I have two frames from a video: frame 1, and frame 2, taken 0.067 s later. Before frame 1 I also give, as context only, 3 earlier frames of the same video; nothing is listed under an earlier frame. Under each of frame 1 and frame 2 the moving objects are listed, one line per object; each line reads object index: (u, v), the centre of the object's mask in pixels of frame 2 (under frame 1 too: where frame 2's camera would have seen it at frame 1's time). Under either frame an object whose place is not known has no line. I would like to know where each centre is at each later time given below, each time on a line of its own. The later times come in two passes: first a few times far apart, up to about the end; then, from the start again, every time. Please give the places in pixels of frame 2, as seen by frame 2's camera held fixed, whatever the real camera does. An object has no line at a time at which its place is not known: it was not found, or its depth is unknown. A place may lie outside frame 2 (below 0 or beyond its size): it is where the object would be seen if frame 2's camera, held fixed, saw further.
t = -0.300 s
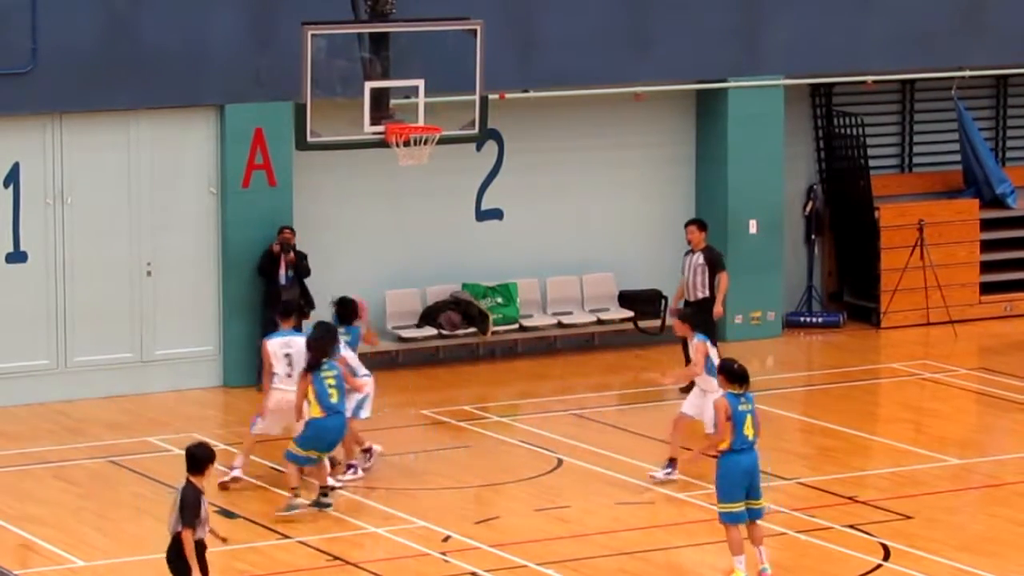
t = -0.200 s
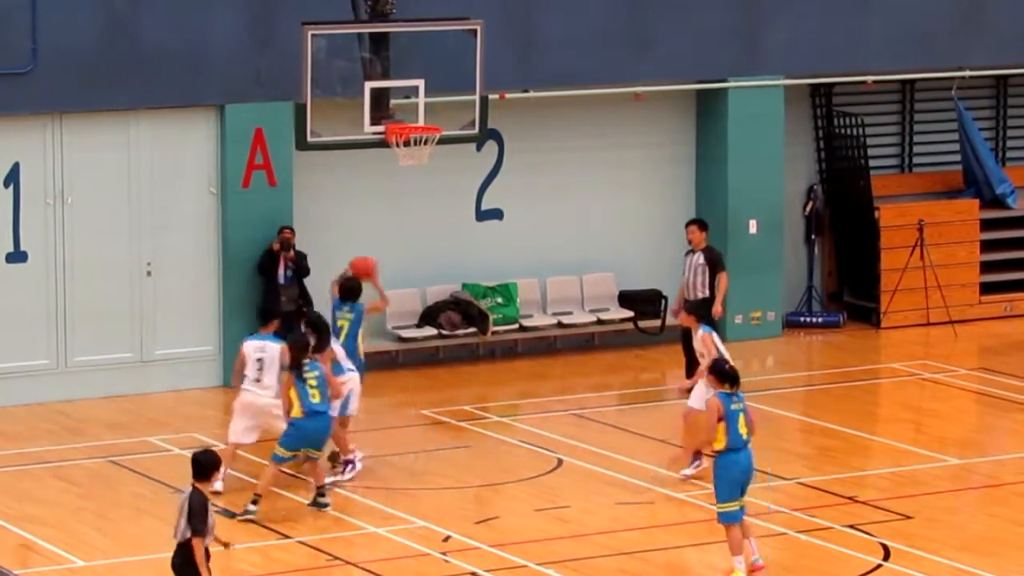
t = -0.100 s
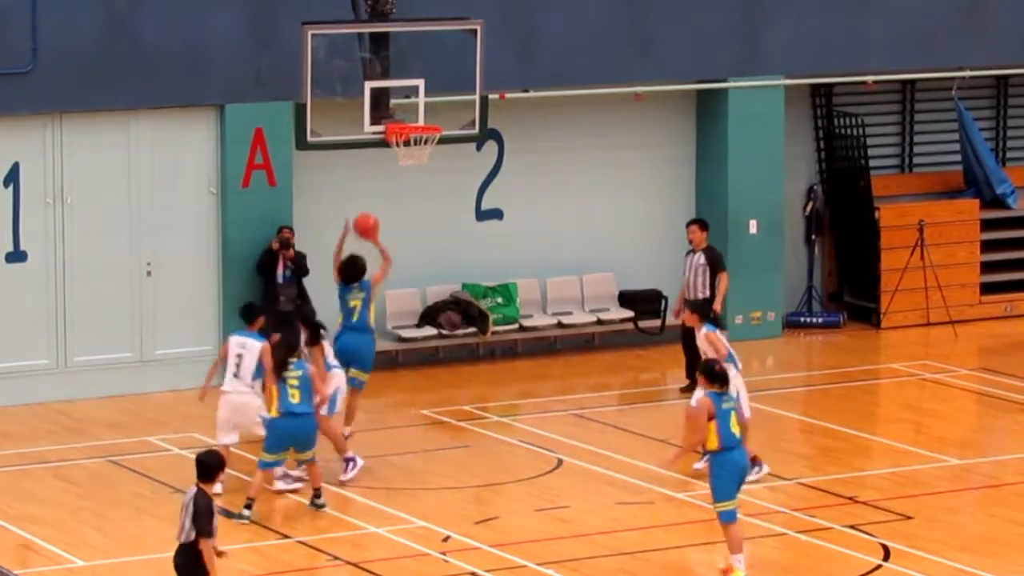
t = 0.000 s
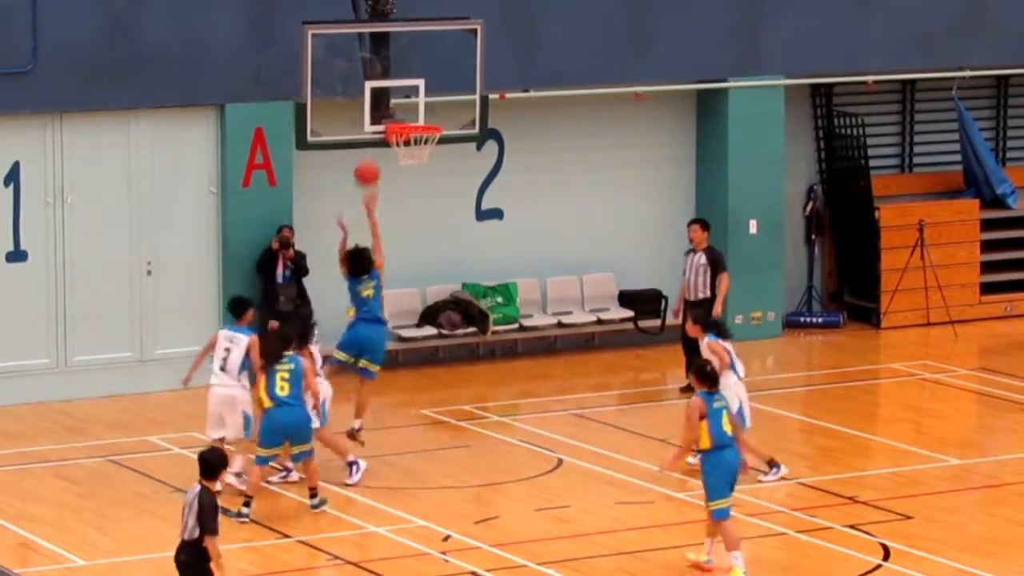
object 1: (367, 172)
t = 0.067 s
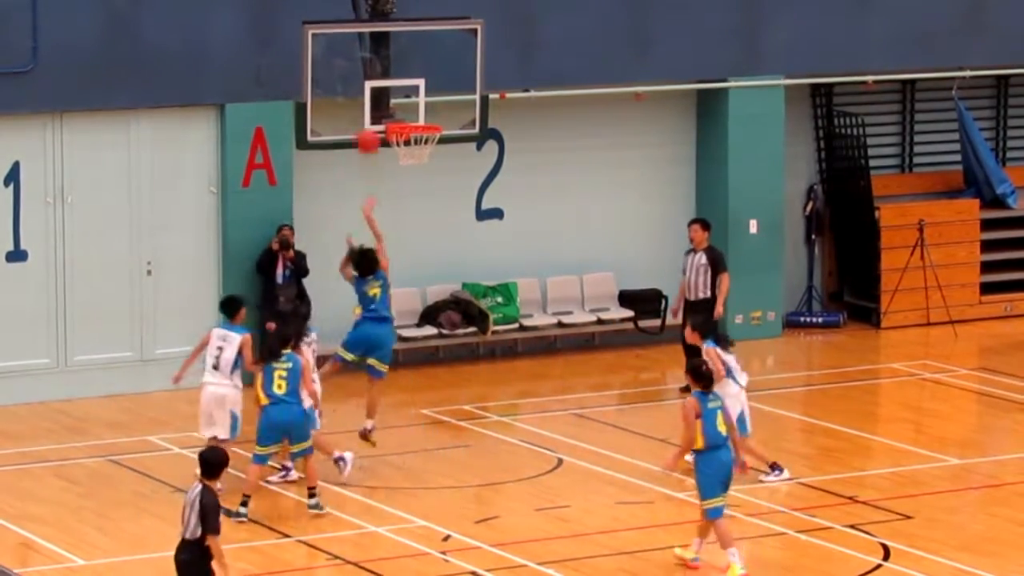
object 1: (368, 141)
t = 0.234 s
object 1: (377, 101)
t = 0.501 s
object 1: (404, 115)
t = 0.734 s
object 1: (428, 140)
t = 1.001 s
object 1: (430, 179)
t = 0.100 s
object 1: (368, 127)
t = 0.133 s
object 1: (369, 113)
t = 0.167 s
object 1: (370, 105)
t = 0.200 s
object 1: (373, 102)
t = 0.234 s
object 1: (377, 101)
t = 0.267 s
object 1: (381, 100)
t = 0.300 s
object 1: (383, 100)
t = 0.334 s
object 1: (387, 101)
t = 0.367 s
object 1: (392, 104)
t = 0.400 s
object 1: (396, 107)
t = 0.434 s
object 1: (399, 113)
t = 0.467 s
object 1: (402, 116)
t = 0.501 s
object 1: (404, 115)
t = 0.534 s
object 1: (406, 115)
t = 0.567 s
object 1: (409, 115)
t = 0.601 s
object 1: (412, 116)
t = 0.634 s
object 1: (414, 117)
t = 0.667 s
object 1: (418, 120)
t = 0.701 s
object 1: (422, 123)
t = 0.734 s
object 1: (428, 140)
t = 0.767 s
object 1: (429, 145)
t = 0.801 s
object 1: (430, 147)
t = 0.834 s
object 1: (429, 159)
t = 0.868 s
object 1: (432, 155)
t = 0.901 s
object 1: (431, 162)
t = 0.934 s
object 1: (431, 165)
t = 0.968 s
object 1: (430, 171)
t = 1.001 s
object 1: (430, 179)
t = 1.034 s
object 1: (430, 187)
